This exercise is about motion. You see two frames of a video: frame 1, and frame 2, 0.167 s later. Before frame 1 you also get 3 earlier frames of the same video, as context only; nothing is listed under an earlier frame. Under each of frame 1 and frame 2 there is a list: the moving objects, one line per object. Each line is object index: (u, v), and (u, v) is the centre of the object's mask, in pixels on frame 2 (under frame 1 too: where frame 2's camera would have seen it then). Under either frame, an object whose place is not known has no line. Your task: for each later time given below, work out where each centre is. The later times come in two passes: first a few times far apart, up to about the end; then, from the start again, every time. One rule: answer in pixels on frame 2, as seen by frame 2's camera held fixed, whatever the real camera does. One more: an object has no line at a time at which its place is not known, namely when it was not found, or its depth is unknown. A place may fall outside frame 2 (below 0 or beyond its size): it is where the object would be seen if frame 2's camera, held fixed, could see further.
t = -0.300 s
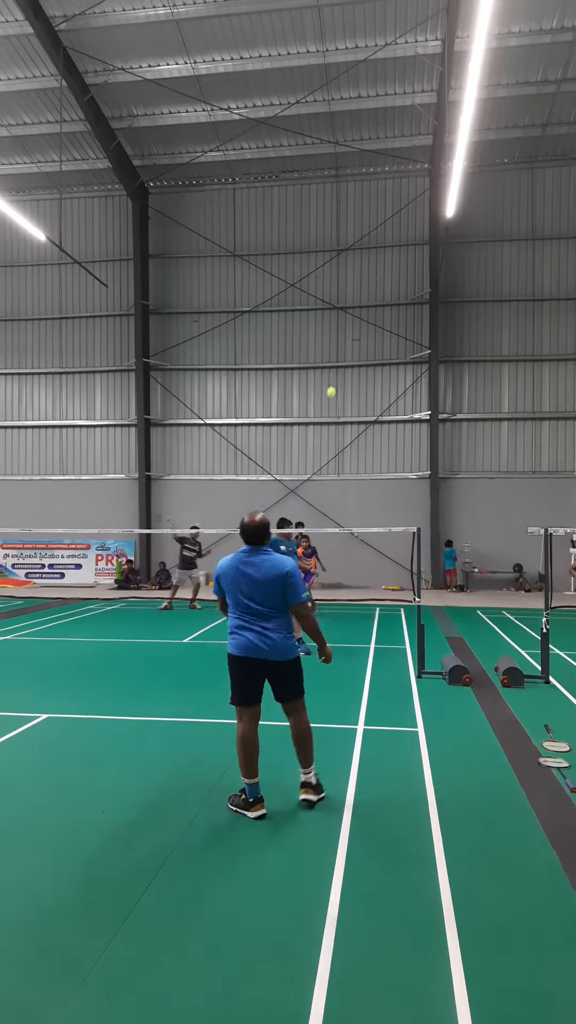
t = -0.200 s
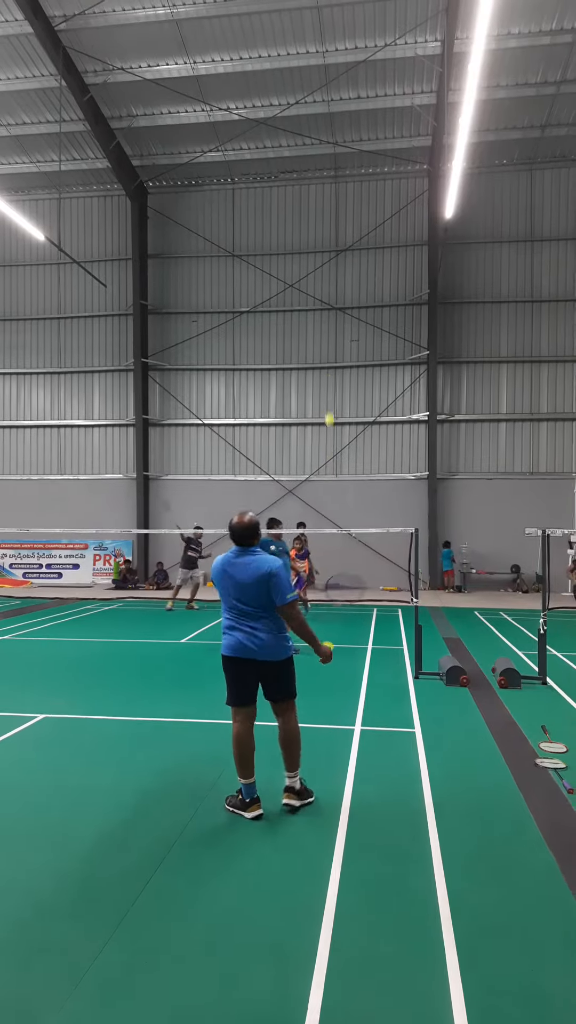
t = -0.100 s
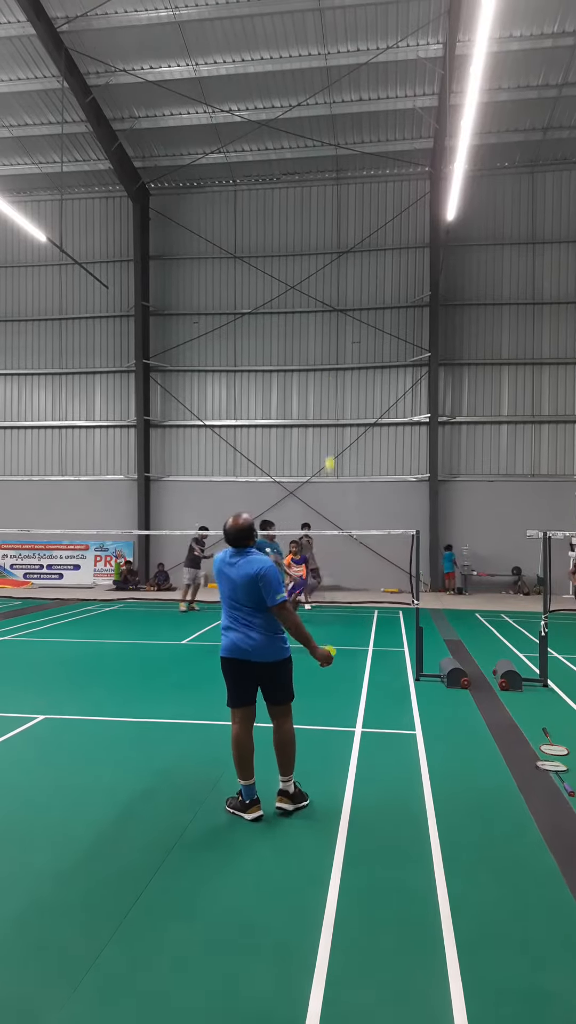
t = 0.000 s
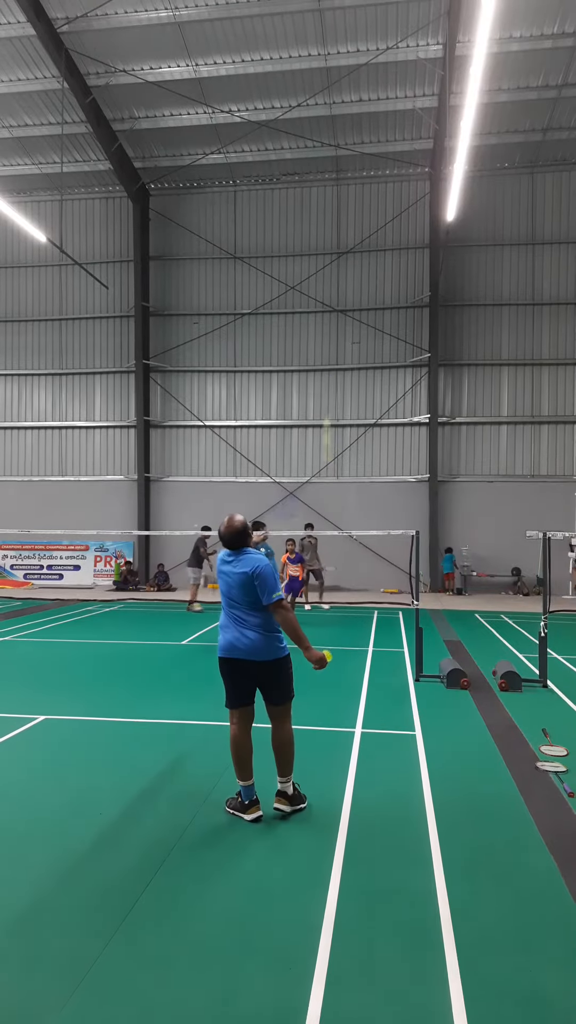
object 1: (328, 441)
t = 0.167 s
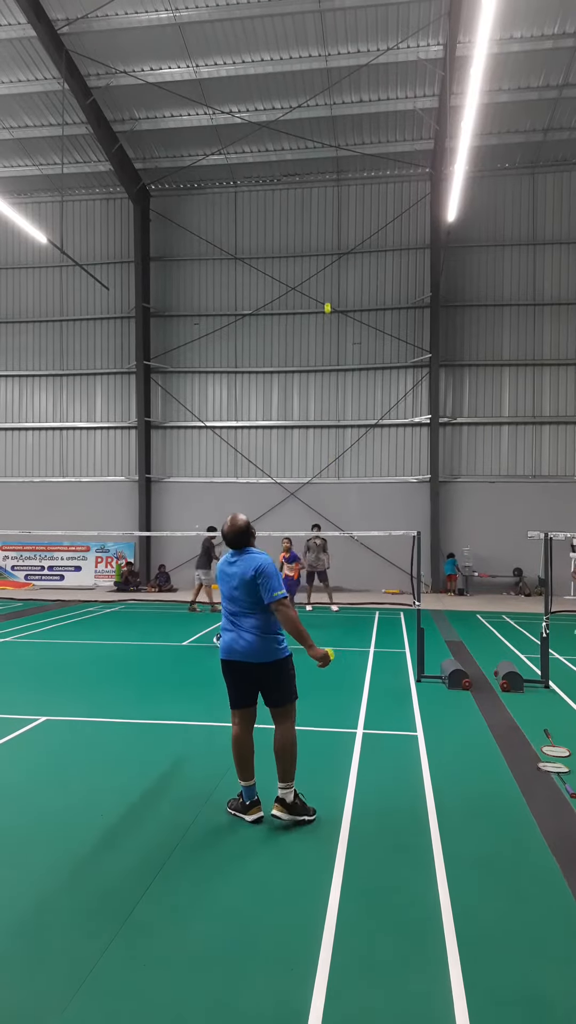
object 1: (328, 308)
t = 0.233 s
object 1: (327, 293)
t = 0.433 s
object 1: (327, 282)
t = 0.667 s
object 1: (326, 302)
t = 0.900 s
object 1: (326, 344)
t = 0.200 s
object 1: (327, 299)
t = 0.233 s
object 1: (327, 293)
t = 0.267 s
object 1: (327, 288)
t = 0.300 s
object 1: (327, 285)
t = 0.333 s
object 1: (328, 282)
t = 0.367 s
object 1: (327, 281)
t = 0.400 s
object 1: (327, 281)
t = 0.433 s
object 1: (327, 282)
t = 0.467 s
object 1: (327, 283)
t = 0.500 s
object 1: (327, 285)
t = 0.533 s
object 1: (327, 288)
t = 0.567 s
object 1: (327, 290)
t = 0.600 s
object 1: (327, 293)
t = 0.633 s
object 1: (327, 298)
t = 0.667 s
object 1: (326, 302)
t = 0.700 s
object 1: (326, 307)
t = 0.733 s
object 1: (327, 313)
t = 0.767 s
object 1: (327, 318)
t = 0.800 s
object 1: (327, 324)
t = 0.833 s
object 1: (327, 330)
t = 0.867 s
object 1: (327, 336)
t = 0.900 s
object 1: (326, 344)
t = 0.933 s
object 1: (326, 351)
